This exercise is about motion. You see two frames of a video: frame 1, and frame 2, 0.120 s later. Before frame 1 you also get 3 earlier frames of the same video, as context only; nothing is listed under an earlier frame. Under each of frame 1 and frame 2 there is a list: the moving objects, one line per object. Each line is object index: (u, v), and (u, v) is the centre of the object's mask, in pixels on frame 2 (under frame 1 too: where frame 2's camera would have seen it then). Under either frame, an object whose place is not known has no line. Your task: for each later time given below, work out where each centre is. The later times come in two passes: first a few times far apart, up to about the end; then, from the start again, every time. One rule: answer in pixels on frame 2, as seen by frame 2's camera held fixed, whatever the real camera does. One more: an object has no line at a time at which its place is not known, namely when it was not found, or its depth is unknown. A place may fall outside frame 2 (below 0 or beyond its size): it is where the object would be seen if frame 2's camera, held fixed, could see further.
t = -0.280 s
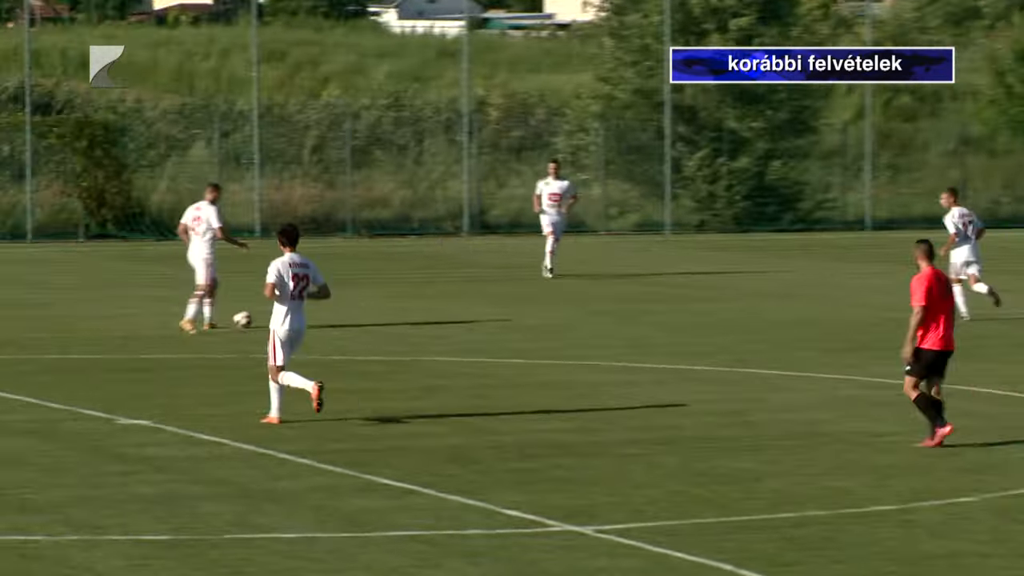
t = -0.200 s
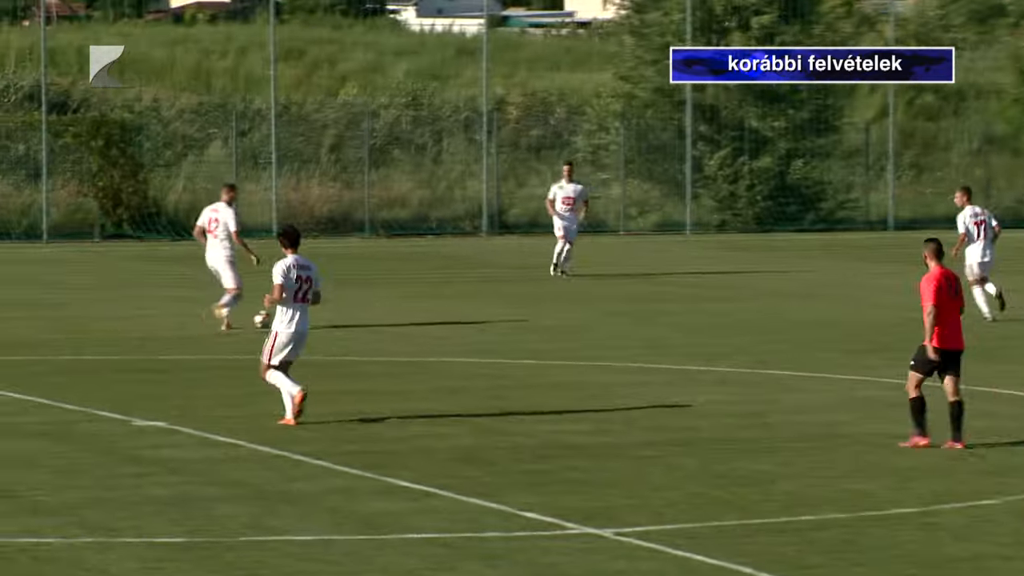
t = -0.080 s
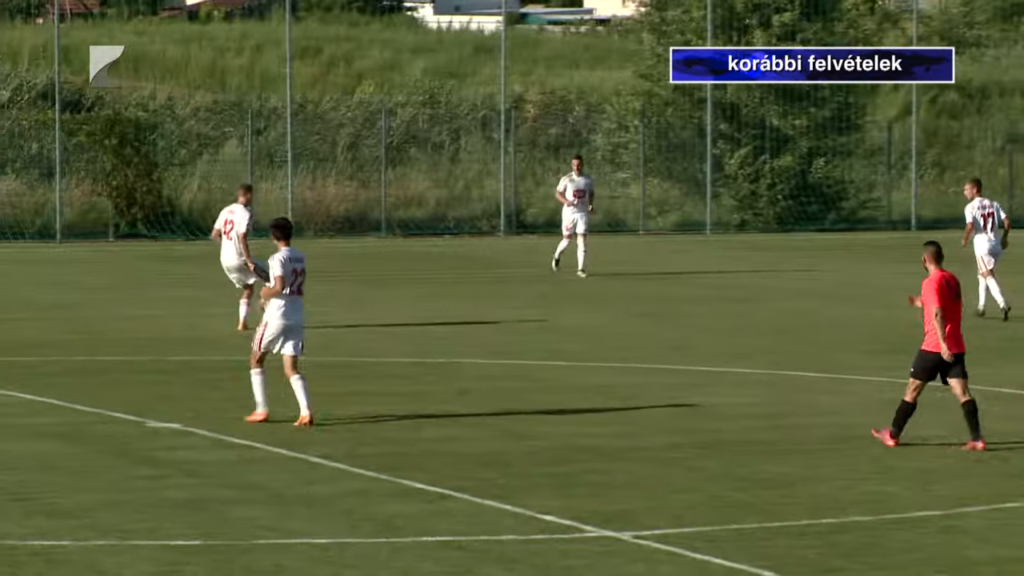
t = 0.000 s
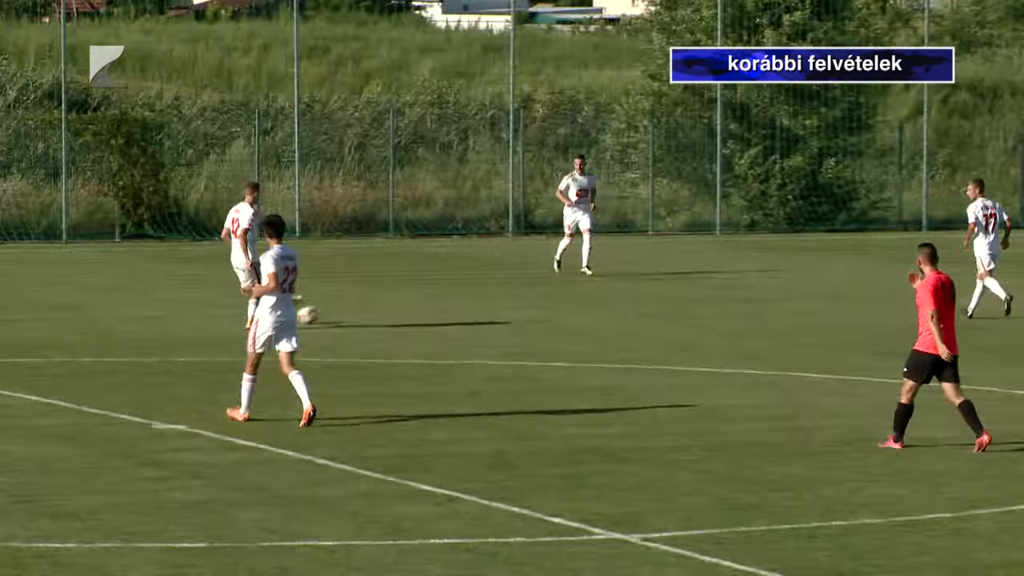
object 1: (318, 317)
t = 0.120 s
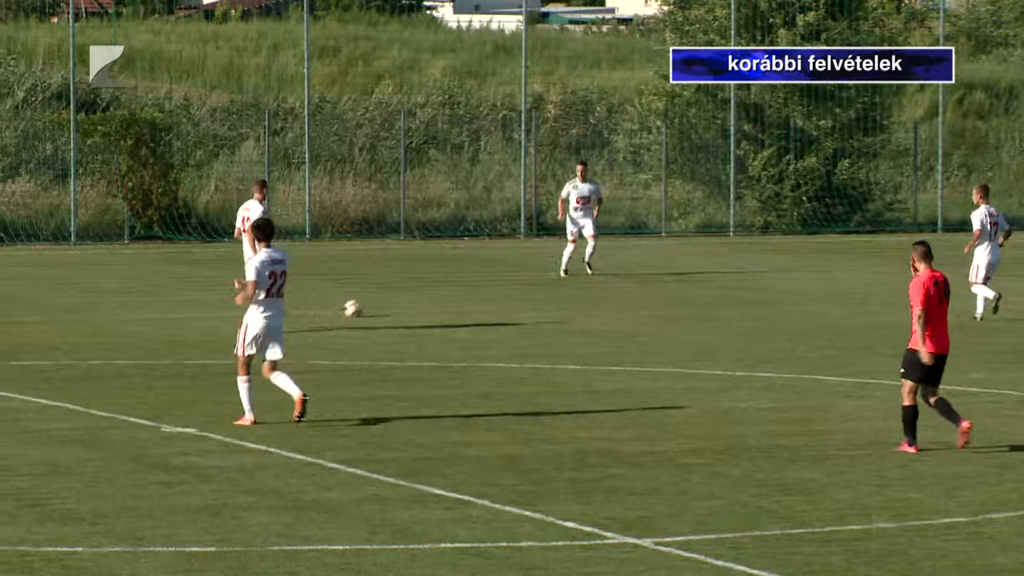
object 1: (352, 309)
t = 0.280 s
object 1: (392, 300)
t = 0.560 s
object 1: (445, 288)
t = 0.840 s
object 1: (485, 279)
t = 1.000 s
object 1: (503, 275)
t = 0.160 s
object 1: (362, 306)
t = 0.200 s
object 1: (372, 302)
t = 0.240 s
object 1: (382, 302)
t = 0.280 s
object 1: (392, 300)
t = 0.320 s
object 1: (401, 298)
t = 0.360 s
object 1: (408, 296)
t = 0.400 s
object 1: (418, 295)
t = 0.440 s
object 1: (425, 292)
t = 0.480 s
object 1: (432, 290)
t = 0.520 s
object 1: (438, 287)
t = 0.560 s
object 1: (445, 288)
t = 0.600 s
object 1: (451, 286)
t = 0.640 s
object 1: (457, 285)
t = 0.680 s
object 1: (463, 283)
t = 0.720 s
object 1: (469, 282)
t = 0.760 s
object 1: (474, 281)
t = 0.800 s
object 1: (479, 280)
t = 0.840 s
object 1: (485, 279)
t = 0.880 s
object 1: (489, 277)
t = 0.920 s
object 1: (494, 275)
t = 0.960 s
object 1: (498, 275)
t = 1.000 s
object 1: (503, 275)
